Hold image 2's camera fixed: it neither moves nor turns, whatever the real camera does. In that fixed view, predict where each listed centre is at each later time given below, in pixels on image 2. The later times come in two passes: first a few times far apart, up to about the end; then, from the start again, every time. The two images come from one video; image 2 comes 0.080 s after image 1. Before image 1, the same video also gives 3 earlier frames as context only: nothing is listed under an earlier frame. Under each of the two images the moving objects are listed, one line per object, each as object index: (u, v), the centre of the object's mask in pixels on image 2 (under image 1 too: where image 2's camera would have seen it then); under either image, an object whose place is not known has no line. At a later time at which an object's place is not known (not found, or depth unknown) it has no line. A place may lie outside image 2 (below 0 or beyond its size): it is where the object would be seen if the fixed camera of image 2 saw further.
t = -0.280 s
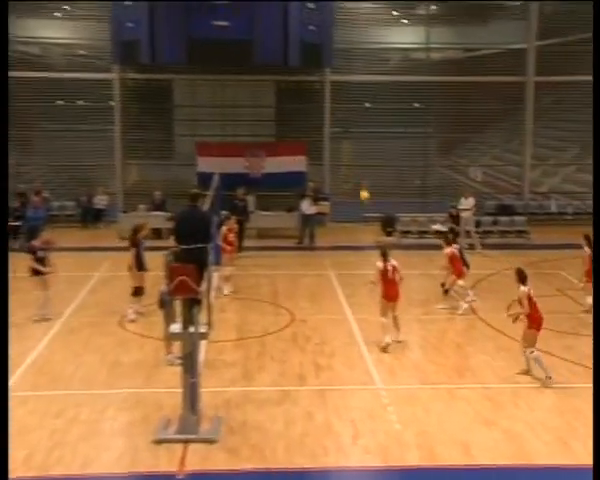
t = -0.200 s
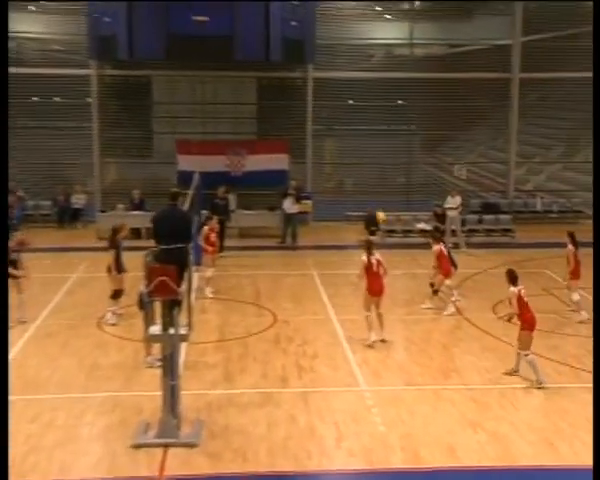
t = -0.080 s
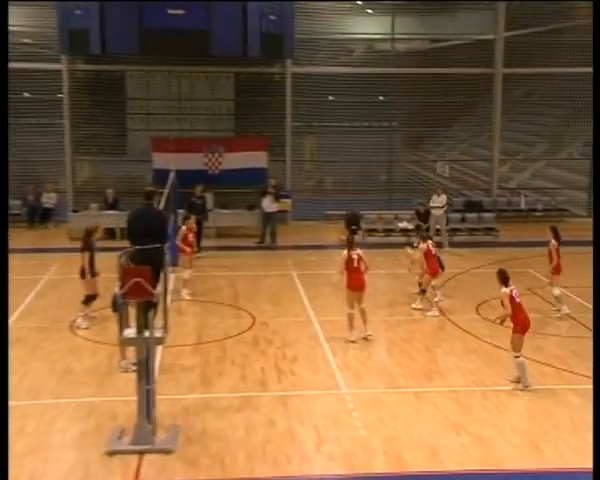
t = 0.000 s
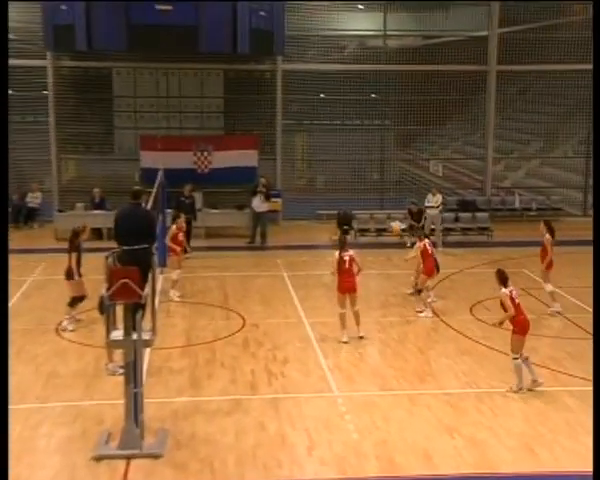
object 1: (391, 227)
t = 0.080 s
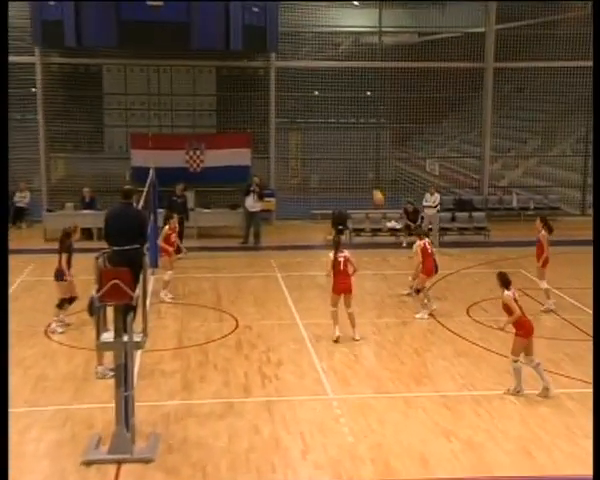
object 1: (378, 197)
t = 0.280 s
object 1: (347, 134)
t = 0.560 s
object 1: (300, 79)
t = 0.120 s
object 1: (371, 183)
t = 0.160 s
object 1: (366, 171)
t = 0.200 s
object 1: (359, 157)
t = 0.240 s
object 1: (354, 145)
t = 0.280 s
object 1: (347, 134)
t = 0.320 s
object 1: (340, 124)
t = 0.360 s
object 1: (333, 114)
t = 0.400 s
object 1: (328, 106)
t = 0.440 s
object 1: (320, 95)
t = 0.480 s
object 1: (314, 91)
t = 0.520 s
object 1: (307, 84)
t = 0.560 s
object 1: (300, 79)
